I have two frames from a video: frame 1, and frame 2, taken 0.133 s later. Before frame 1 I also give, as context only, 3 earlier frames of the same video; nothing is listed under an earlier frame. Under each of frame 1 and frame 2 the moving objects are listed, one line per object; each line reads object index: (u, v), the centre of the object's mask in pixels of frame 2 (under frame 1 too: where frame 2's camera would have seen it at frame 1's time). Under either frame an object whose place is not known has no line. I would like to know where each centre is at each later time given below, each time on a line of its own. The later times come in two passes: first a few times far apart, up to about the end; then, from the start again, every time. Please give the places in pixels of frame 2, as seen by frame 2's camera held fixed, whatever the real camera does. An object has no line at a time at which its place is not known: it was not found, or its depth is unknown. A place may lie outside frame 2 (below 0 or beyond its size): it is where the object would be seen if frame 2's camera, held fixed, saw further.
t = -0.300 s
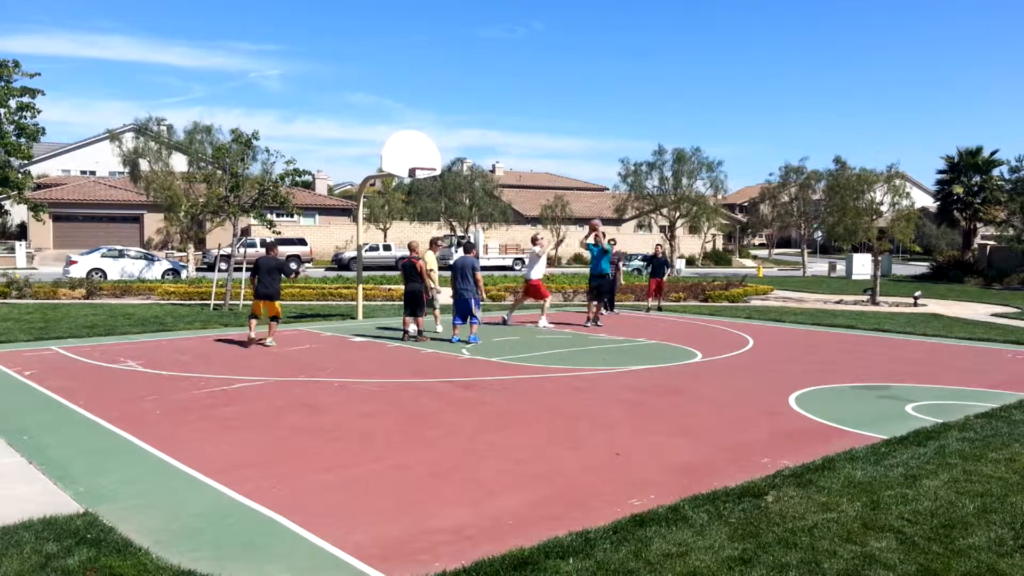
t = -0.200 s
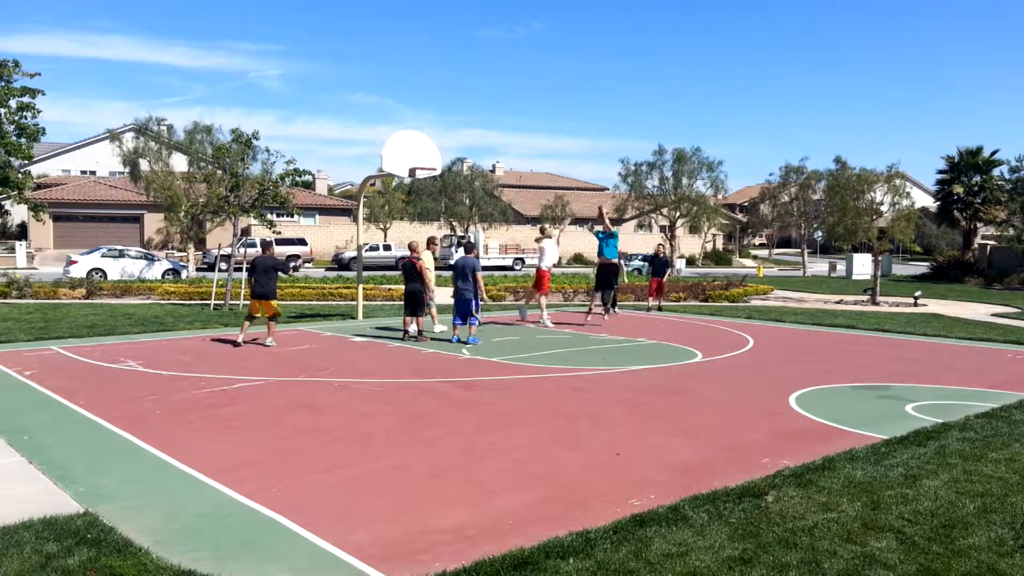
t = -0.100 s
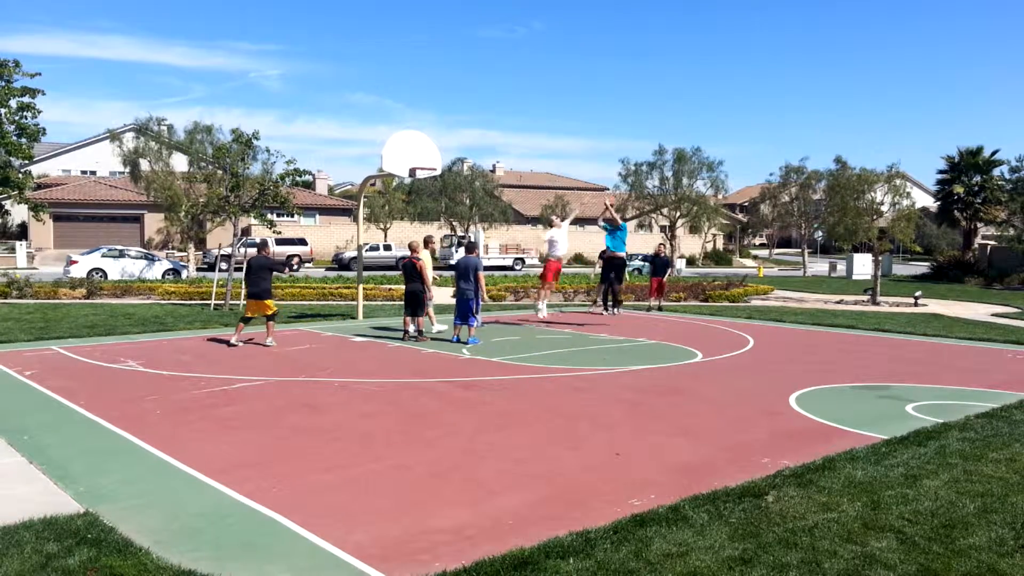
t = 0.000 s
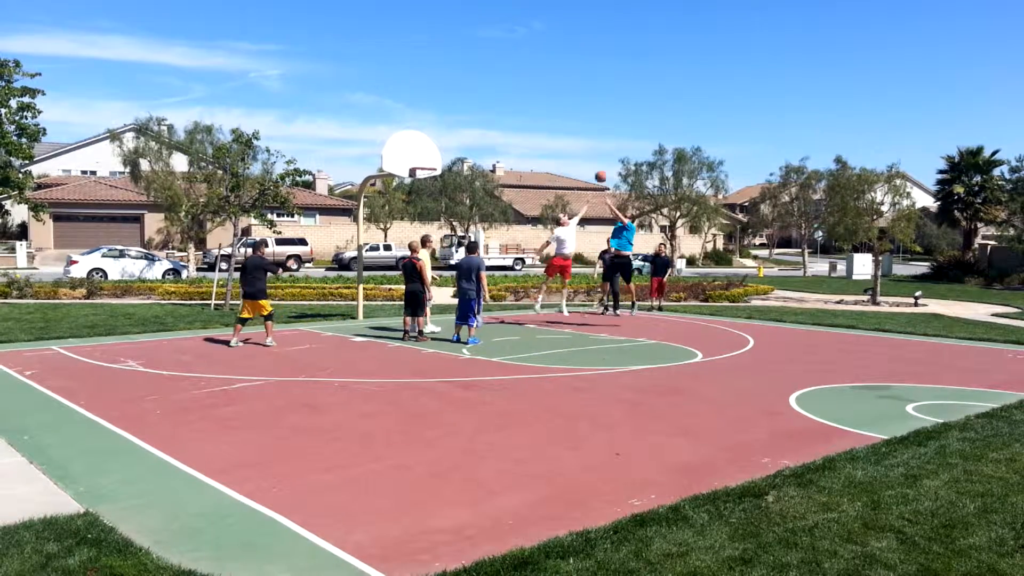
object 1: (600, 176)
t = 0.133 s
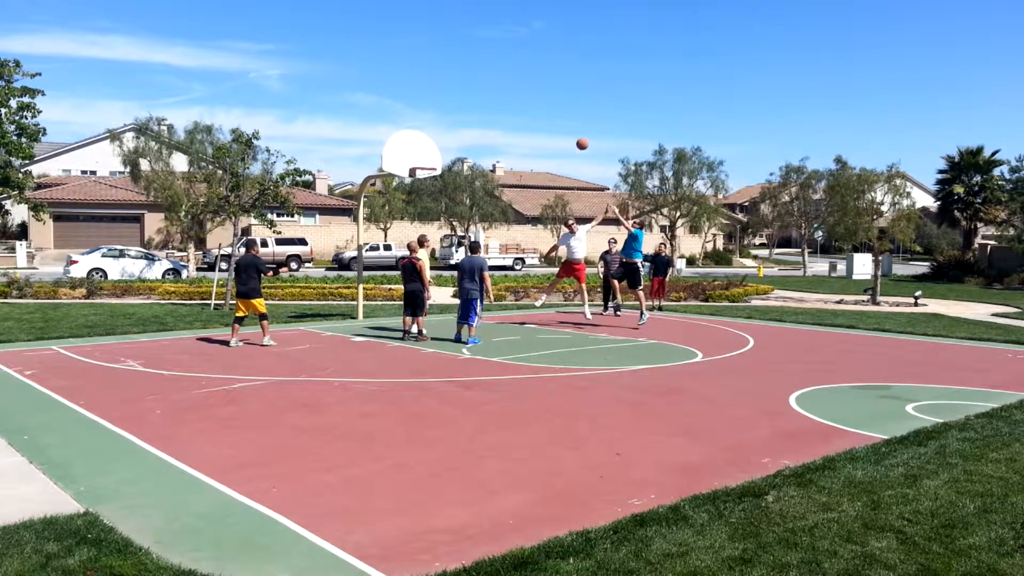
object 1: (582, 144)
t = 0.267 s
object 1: (563, 121)
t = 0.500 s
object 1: (529, 99)
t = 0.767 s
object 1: (489, 110)
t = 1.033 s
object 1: (448, 159)
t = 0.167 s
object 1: (576, 137)
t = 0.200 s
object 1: (573, 131)
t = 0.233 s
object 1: (568, 125)
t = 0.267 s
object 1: (563, 121)
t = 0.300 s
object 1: (558, 116)
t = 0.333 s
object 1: (554, 111)
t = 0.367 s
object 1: (549, 108)
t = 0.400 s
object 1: (544, 105)
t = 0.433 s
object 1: (539, 102)
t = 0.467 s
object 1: (534, 100)
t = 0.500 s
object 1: (529, 99)
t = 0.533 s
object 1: (524, 99)
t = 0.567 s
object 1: (519, 99)
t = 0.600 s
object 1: (514, 99)
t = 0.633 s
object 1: (509, 100)
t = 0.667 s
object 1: (504, 102)
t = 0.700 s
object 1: (499, 104)
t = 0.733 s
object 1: (494, 107)
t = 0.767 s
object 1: (489, 110)
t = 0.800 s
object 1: (484, 114)
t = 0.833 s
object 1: (479, 118)
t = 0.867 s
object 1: (474, 124)
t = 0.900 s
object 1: (469, 130)
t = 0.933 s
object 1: (463, 136)
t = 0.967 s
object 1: (459, 143)
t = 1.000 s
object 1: (453, 151)
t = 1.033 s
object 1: (448, 159)
